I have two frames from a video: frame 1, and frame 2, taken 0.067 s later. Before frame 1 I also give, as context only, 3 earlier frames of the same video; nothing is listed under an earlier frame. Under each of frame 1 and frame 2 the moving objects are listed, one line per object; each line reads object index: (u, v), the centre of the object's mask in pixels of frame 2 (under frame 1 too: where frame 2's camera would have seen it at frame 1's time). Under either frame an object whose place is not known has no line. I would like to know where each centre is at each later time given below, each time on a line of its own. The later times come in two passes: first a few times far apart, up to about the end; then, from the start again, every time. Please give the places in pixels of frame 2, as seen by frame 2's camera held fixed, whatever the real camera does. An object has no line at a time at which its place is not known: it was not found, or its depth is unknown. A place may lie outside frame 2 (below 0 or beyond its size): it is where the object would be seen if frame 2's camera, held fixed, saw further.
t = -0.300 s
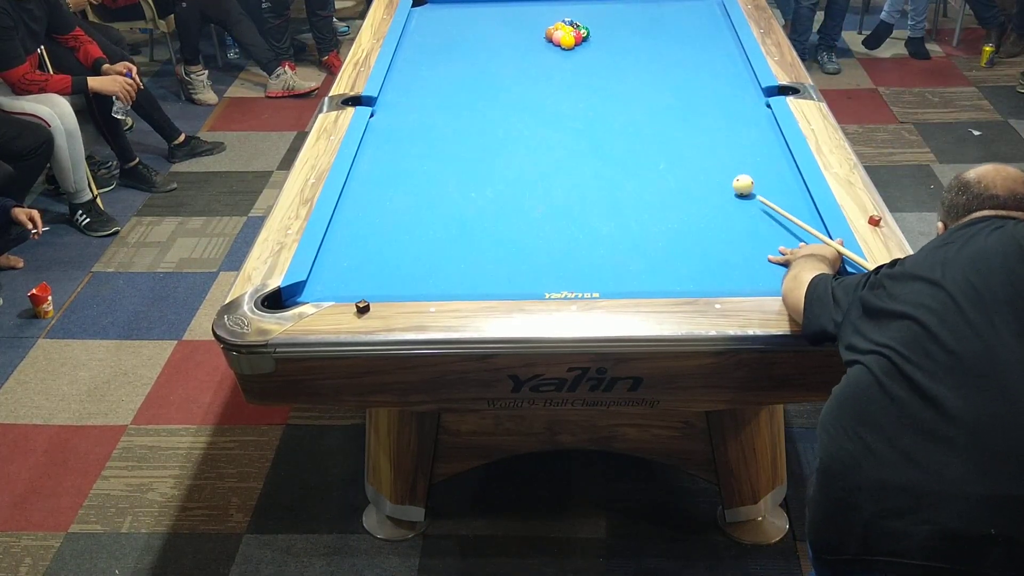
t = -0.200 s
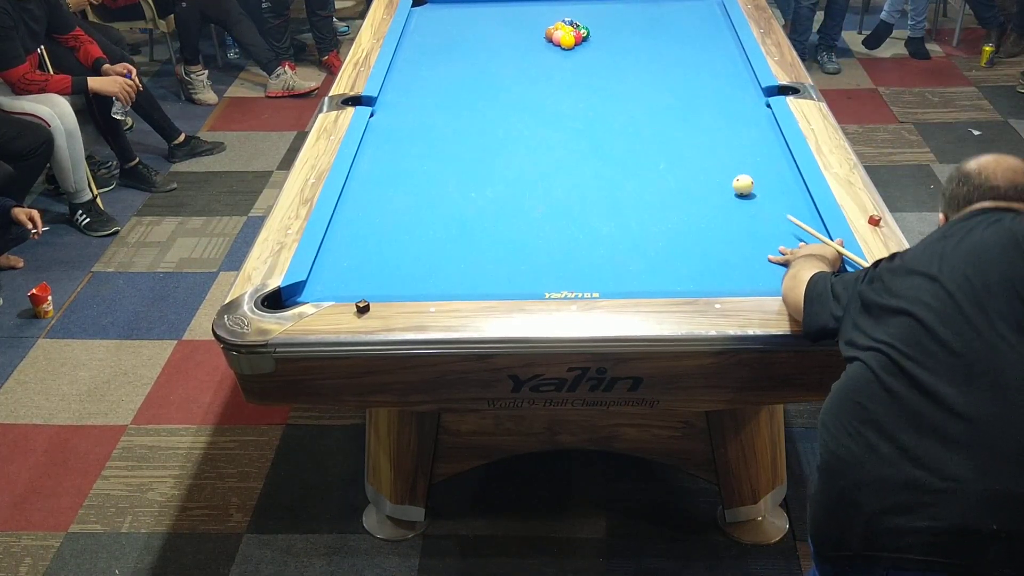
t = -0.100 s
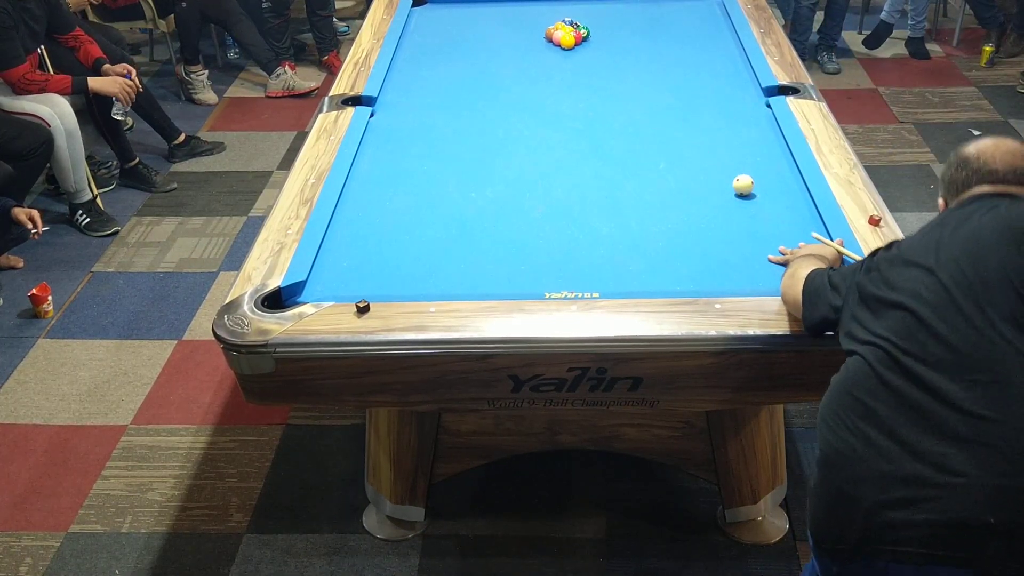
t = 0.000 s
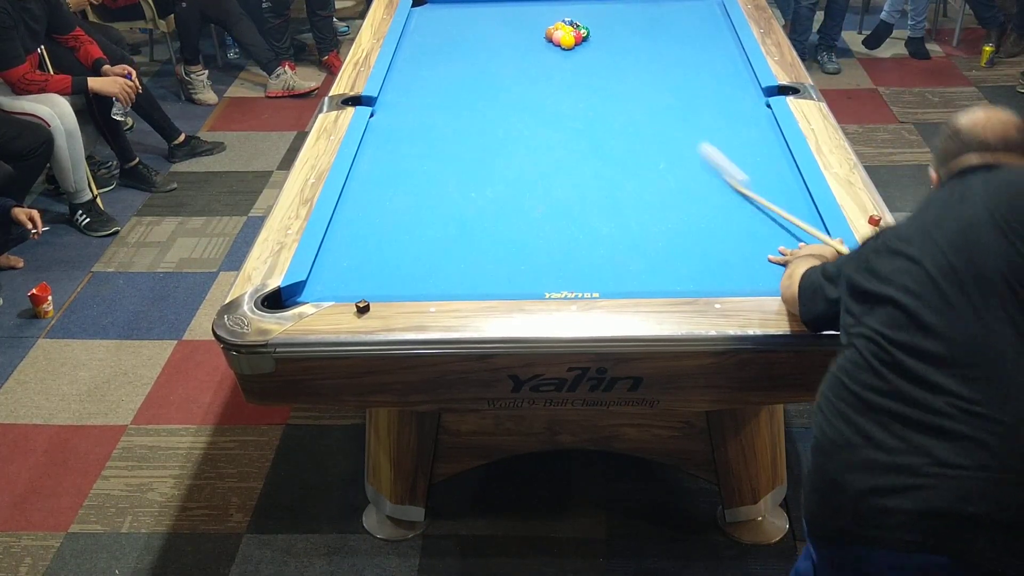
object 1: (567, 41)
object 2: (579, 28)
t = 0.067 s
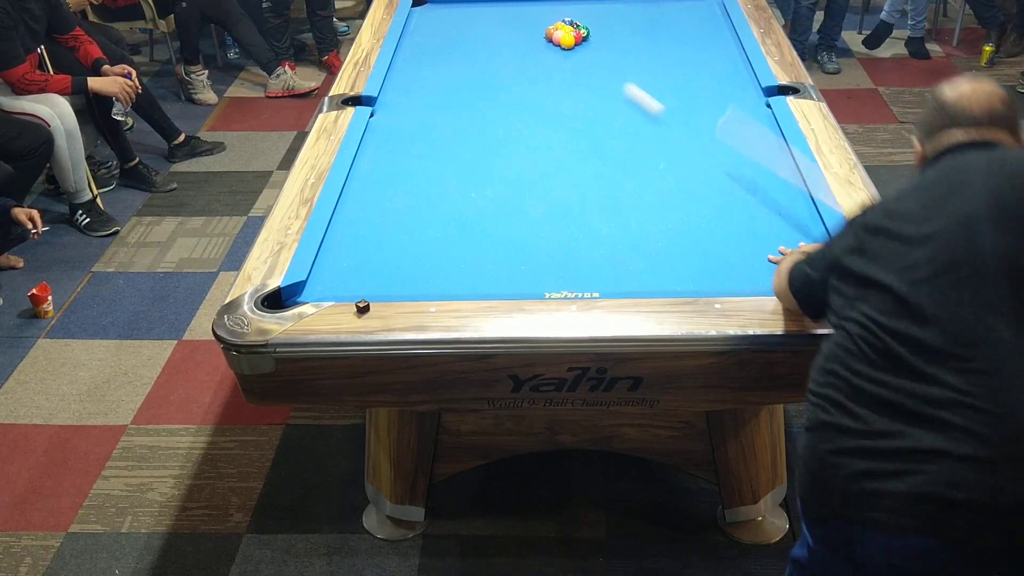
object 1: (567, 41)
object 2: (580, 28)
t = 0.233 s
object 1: (539, 48)
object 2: (616, 25)
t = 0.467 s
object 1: (476, 65)
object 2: (684, 10)
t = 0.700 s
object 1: (414, 80)
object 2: (698, 4)
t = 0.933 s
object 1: (409, 94)
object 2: (662, 2)
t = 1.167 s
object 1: (439, 105)
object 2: (628, 1)
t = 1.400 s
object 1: (469, 117)
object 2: (601, 2)
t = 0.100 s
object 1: (567, 41)
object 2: (580, 28)
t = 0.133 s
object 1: (567, 41)
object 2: (580, 28)
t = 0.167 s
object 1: (561, 41)
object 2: (584, 27)
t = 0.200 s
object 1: (550, 45)
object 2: (600, 23)
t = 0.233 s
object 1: (539, 48)
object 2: (616, 25)
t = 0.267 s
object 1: (529, 51)
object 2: (626, 23)
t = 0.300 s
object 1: (520, 53)
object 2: (638, 21)
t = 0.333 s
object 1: (511, 56)
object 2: (648, 19)
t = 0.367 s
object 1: (502, 58)
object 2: (658, 16)
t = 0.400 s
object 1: (494, 60)
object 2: (666, 14)
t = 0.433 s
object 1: (485, 62)
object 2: (675, 11)
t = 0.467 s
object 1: (476, 65)
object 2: (684, 10)
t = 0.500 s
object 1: (467, 67)
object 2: (693, 8)
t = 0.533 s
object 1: (459, 69)
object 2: (701, 6)
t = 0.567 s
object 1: (450, 71)
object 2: (709, 5)
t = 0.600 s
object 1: (441, 74)
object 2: (715, 4)
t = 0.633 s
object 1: (432, 76)
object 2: (709, 4)
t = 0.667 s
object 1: (423, 78)
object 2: (703, 4)
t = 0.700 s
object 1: (414, 80)
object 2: (698, 4)
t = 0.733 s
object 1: (404, 83)
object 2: (693, 2)
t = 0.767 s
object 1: (395, 85)
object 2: (688, 3)
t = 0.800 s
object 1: (390, 87)
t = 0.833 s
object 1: (395, 89)
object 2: (677, 2)
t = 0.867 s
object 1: (400, 91)
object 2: (672, 2)
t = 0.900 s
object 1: (404, 92)
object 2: (667, 2)
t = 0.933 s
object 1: (409, 94)
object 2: (662, 2)
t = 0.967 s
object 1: (413, 95)
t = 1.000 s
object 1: (417, 97)
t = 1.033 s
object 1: (421, 98)
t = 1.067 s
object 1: (426, 100)
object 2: (643, 1)
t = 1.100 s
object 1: (430, 102)
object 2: (638, 1)
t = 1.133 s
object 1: (435, 103)
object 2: (633, 1)
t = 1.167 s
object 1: (439, 105)
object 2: (628, 1)
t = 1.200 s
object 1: (443, 107)
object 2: (624, 0)
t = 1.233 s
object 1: (448, 108)
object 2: (620, 1)
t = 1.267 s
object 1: (452, 110)
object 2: (616, 1)
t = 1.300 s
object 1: (456, 111)
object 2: (613, 1)
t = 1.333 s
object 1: (461, 113)
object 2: (608, 1)
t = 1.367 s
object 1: (465, 115)
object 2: (605, 2)
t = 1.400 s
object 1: (469, 117)
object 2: (601, 2)
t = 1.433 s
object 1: (474, 118)
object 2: (597, 2)
